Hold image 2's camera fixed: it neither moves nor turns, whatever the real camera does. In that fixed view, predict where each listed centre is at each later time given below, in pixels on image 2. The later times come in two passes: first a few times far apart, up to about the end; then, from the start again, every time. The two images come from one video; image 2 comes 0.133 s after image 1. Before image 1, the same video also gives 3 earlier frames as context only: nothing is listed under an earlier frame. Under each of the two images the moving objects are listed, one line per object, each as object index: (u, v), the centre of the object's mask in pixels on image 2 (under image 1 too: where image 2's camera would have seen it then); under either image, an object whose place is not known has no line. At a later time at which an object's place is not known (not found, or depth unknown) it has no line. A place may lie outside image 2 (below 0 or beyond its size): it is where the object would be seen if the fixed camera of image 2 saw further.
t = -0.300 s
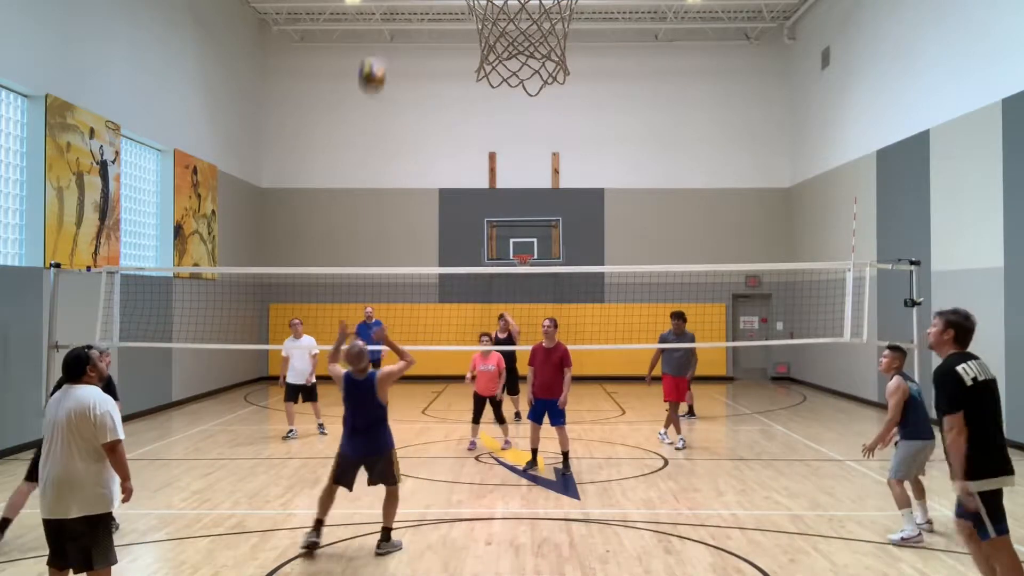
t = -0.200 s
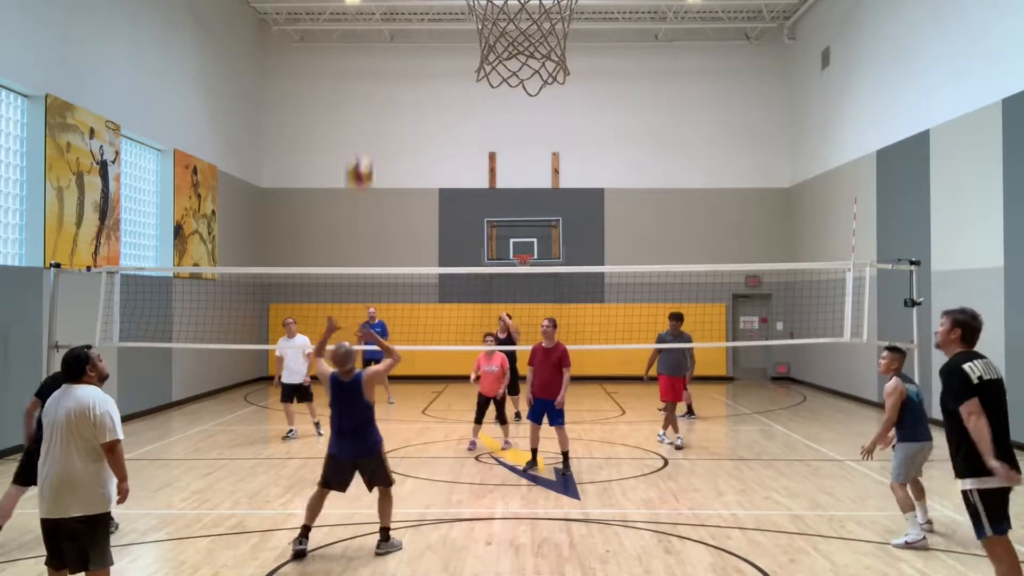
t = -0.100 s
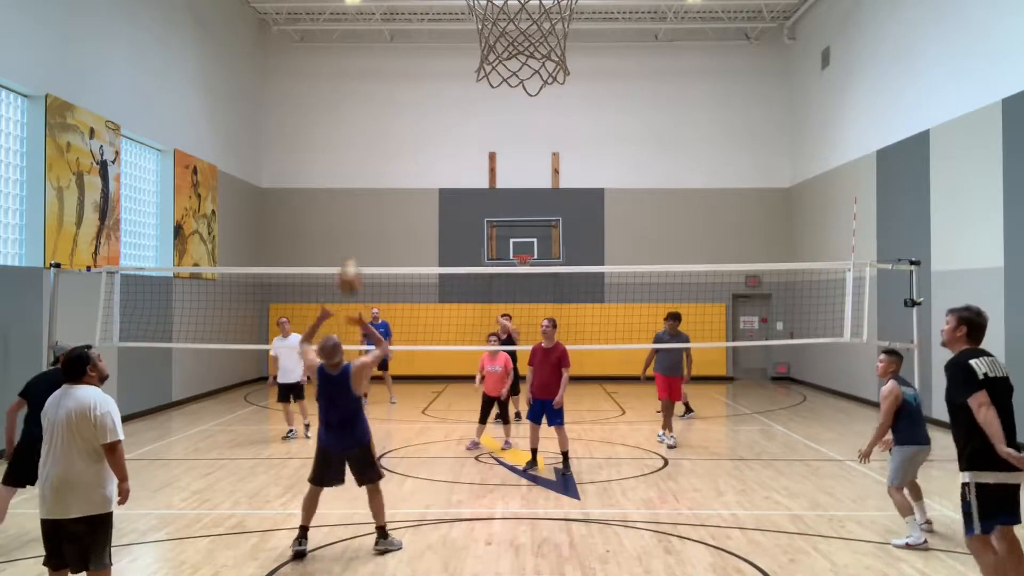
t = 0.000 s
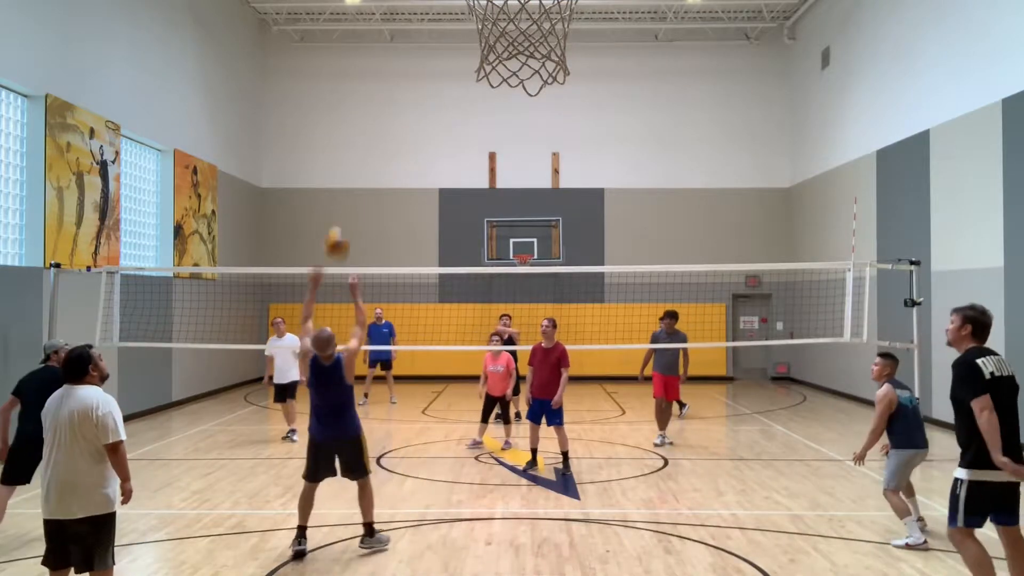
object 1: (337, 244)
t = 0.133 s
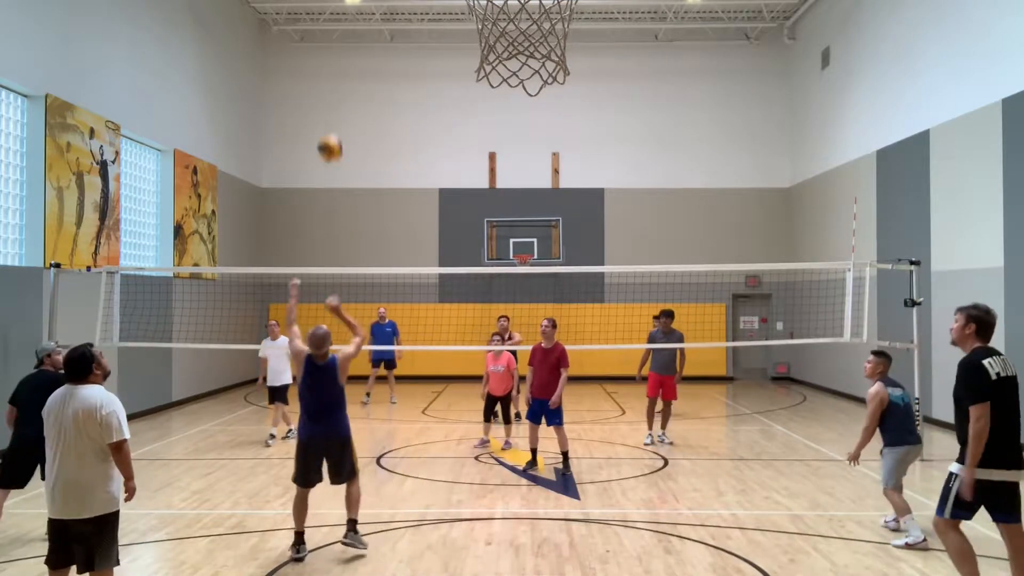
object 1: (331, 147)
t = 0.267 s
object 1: (326, 79)
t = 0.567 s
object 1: (313, 17)
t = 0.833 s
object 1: (304, 40)
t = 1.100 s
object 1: (297, 124)
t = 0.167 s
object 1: (330, 129)
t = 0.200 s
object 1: (329, 111)
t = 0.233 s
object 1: (327, 94)
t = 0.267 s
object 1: (326, 79)
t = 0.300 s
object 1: (326, 66)
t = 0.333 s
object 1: (323, 56)
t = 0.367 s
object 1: (321, 47)
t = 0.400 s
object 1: (319, 38)
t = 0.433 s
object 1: (318, 31)
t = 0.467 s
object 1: (316, 27)
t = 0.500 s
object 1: (315, 22)
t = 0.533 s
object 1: (314, 19)
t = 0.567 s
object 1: (313, 17)
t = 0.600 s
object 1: (313, 17)
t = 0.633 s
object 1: (311, 16)
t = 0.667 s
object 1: (309, 18)
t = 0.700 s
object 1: (308, 21)
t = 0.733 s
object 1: (307, 24)
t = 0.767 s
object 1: (305, 29)
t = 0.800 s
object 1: (305, 34)
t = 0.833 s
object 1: (304, 40)
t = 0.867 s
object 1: (302, 48)
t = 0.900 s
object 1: (302, 58)
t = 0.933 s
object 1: (300, 66)
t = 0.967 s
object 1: (300, 76)
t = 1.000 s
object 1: (300, 86)
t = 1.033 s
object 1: (298, 98)
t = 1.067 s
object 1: (298, 112)
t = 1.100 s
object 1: (297, 124)
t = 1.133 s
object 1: (297, 139)
